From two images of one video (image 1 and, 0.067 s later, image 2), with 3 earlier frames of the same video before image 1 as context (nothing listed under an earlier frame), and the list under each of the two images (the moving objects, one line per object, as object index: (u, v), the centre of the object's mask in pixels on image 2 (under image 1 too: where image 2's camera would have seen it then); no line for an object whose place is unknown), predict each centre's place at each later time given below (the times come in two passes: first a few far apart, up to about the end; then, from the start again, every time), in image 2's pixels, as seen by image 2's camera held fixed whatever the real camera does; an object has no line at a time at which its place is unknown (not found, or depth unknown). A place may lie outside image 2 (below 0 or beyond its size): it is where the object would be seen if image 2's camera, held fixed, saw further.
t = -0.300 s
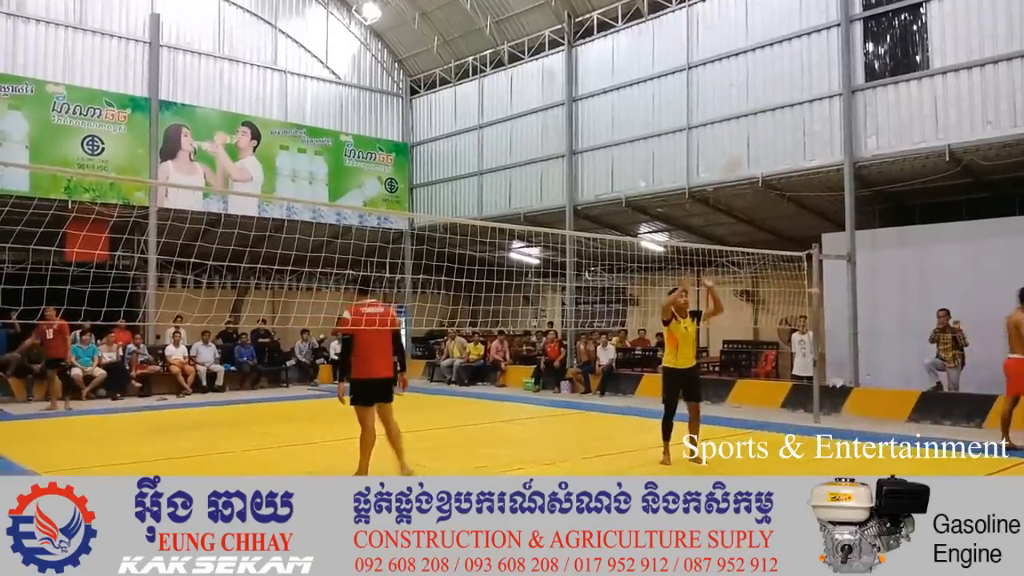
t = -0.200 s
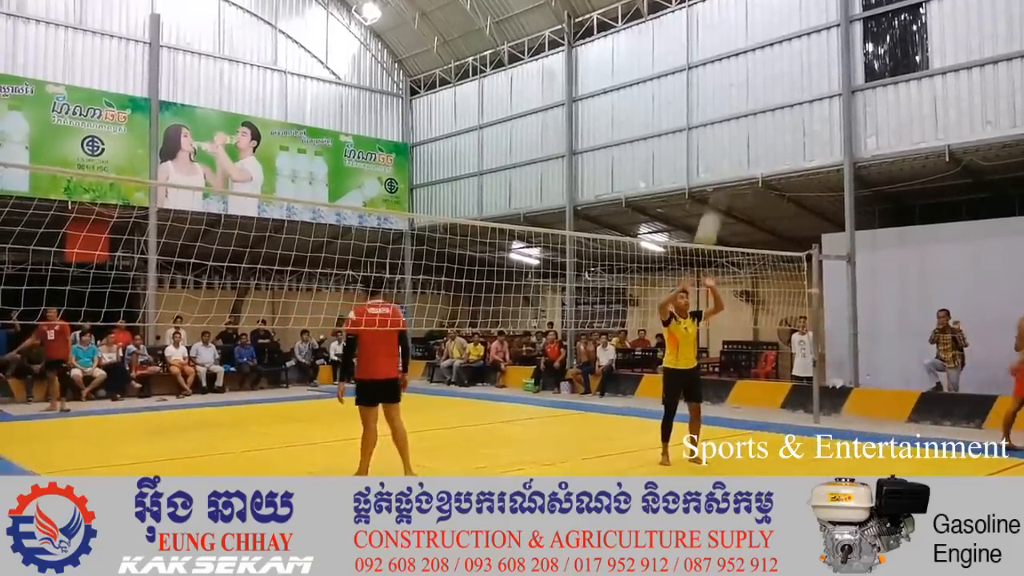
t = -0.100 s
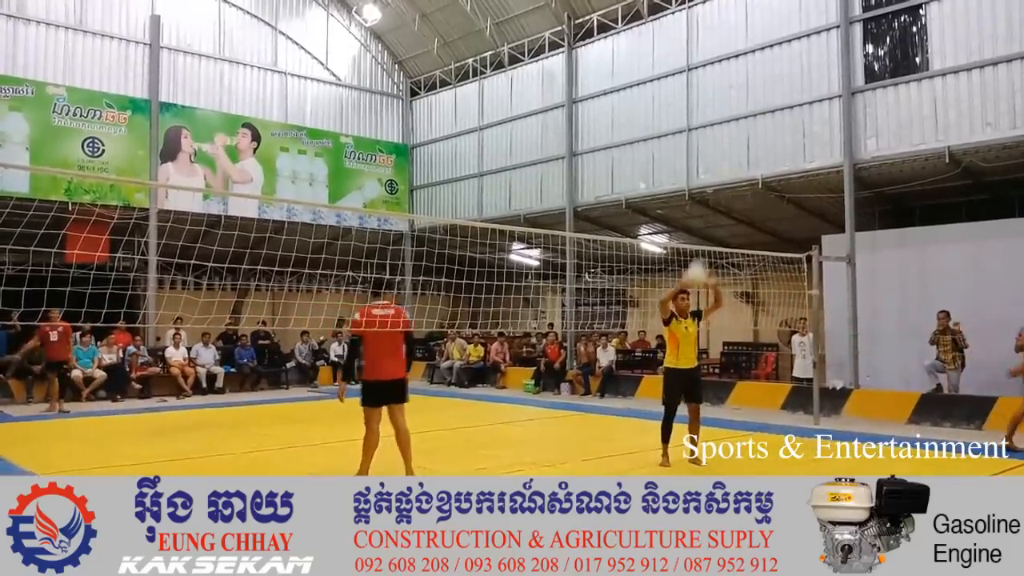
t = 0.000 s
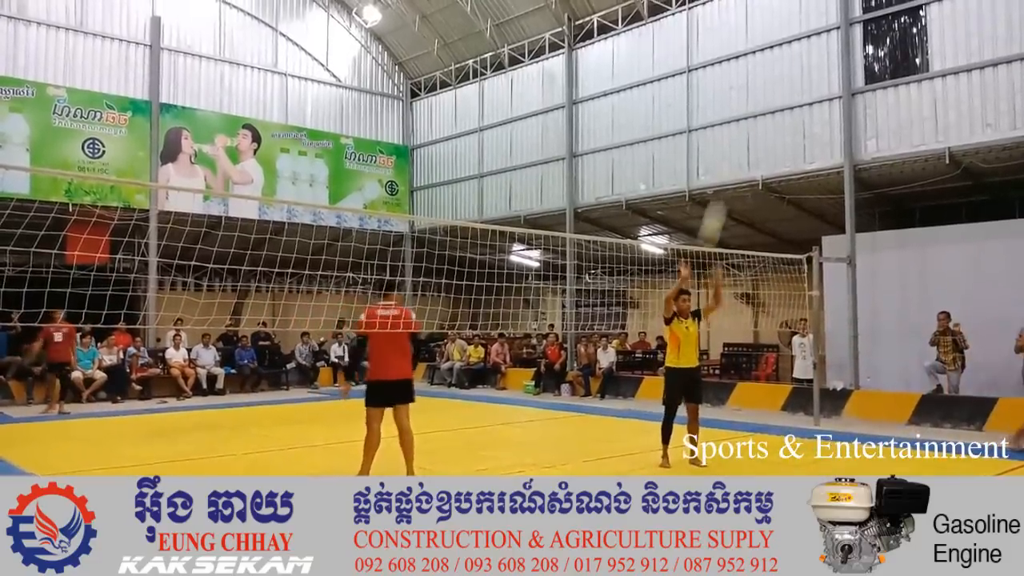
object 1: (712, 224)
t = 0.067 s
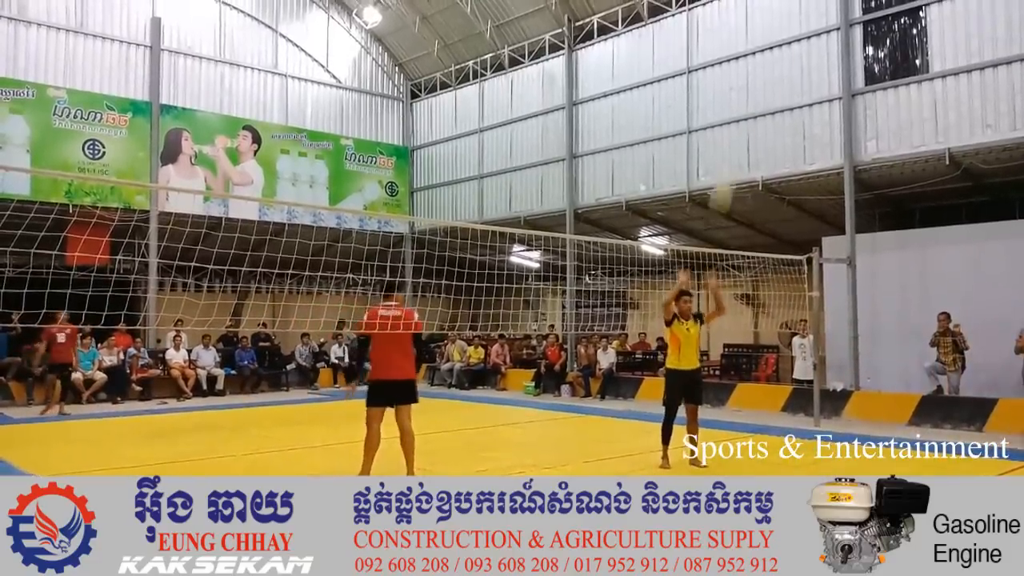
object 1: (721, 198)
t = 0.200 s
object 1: (752, 126)
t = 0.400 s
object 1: (794, 60)
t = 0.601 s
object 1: (843, 30)
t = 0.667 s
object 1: (859, 27)
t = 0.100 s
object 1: (729, 183)
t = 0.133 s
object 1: (736, 160)
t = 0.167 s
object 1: (746, 144)
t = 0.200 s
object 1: (752, 126)
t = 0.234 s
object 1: (756, 117)
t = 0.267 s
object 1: (763, 103)
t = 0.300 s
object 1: (772, 90)
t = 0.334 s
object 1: (779, 79)
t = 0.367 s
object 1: (785, 69)
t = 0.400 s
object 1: (794, 60)
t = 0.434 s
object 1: (803, 50)
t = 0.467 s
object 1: (806, 47)
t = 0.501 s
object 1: (816, 42)
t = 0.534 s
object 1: (827, 35)
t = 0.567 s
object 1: (833, 32)
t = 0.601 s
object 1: (843, 30)
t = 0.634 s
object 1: (851, 26)
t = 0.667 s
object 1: (859, 27)
